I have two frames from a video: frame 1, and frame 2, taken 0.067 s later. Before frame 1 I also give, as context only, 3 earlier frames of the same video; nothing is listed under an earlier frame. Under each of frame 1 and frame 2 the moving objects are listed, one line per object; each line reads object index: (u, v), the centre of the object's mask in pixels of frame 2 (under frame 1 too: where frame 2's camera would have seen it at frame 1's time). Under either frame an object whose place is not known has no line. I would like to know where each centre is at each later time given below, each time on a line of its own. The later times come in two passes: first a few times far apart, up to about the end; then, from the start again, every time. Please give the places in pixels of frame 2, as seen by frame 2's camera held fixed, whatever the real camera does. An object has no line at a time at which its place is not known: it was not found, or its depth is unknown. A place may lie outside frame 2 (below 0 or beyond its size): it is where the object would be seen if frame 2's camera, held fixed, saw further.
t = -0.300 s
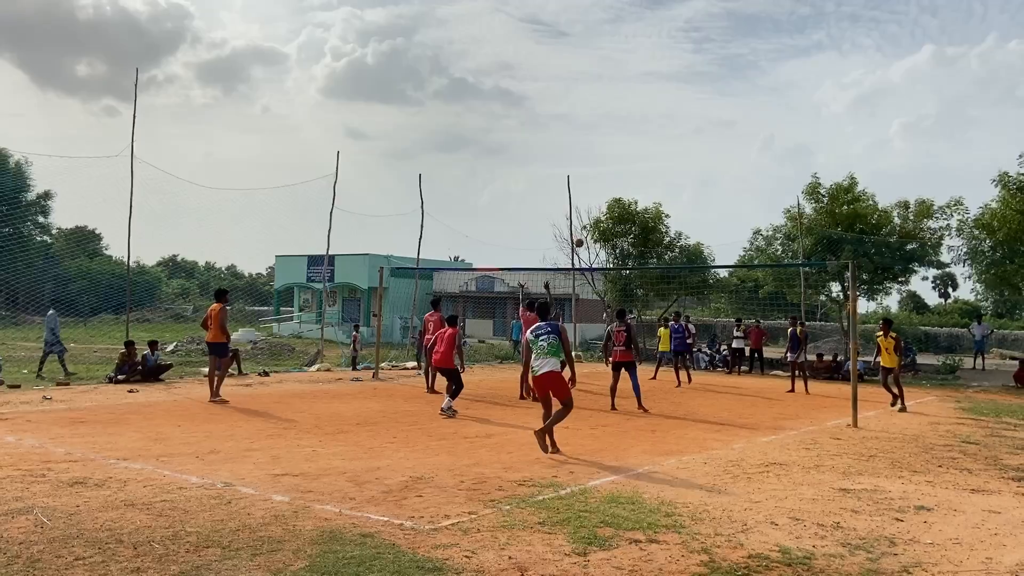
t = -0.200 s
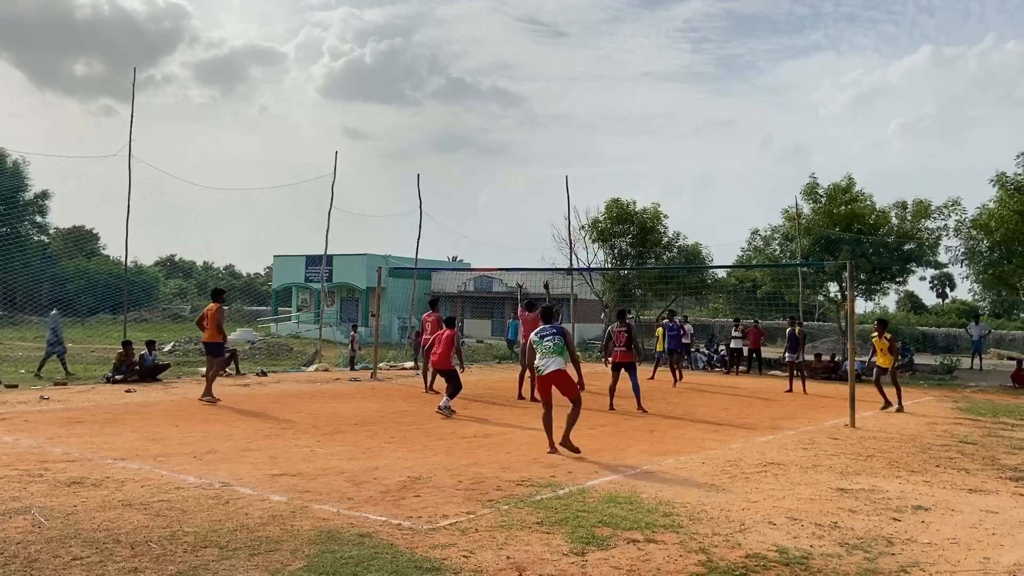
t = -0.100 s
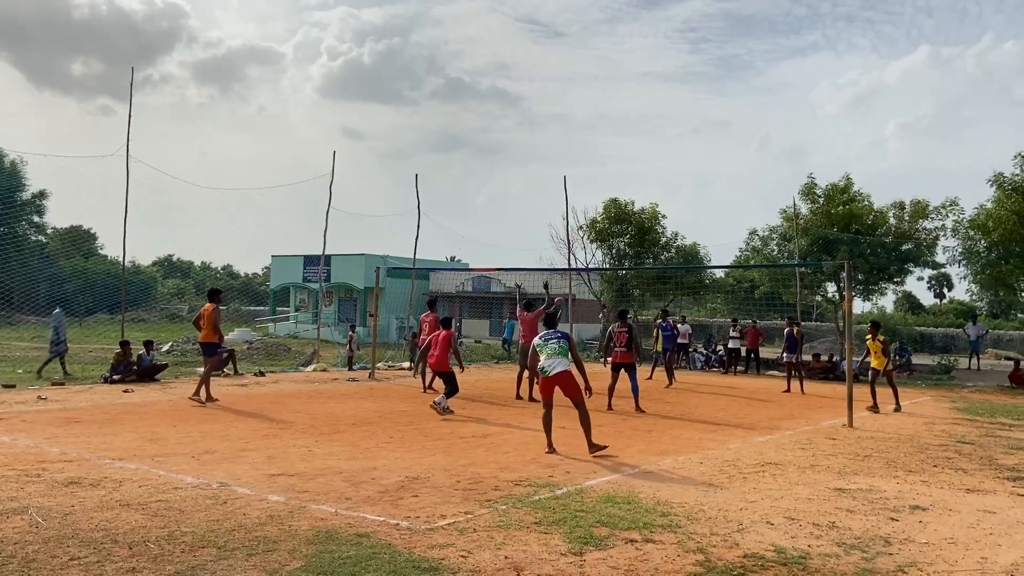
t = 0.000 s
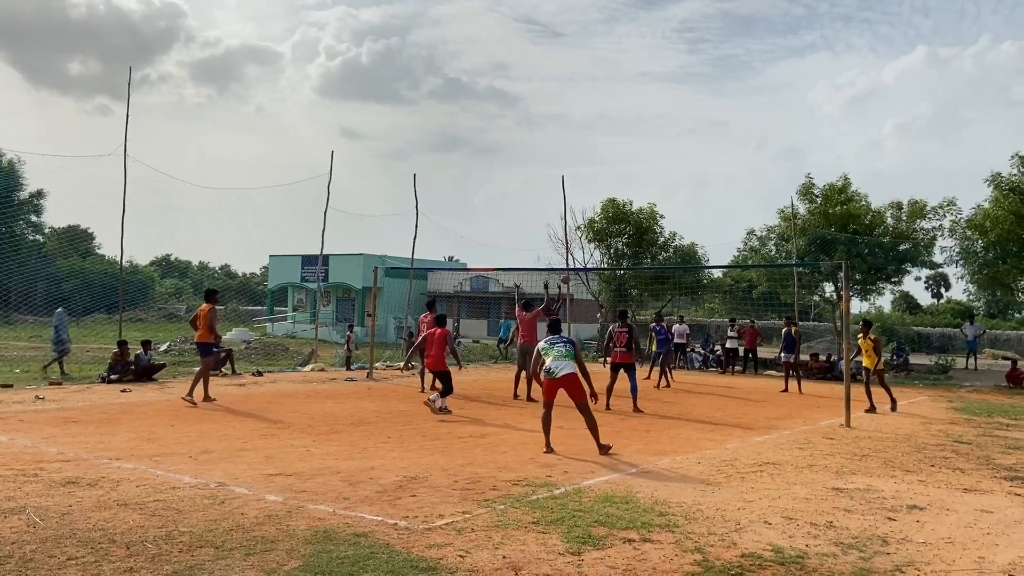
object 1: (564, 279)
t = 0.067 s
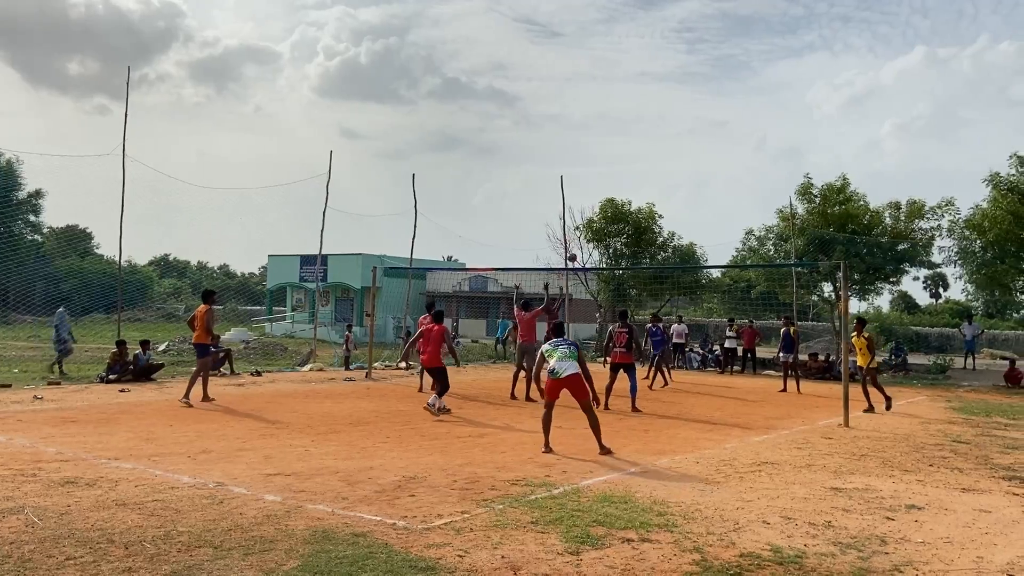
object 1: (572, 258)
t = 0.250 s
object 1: (594, 207)
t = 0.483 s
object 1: (623, 161)
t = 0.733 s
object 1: (656, 140)
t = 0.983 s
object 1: (693, 150)
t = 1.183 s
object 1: (724, 185)
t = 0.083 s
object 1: (574, 253)
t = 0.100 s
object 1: (576, 247)
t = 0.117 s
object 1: (578, 243)
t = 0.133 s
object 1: (579, 238)
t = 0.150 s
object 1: (581, 233)
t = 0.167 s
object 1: (585, 227)
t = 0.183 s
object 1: (586, 224)
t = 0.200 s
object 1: (588, 219)
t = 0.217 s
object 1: (590, 216)
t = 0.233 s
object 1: (592, 211)
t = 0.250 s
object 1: (594, 207)
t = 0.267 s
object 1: (595, 203)
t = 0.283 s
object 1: (598, 199)
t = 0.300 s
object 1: (599, 195)
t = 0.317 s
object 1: (602, 191)
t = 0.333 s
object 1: (604, 188)
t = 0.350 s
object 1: (606, 185)
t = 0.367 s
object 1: (608, 181)
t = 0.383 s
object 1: (610, 178)
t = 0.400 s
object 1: (612, 175)
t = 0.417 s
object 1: (614, 172)
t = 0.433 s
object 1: (616, 169)
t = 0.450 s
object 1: (618, 166)
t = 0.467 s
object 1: (621, 164)
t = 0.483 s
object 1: (623, 161)
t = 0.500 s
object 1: (625, 159)
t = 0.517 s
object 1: (627, 157)
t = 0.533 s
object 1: (629, 155)
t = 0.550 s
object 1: (631, 153)
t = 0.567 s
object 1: (634, 151)
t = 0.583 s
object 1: (636, 149)
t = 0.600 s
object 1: (638, 147)
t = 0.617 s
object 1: (640, 146)
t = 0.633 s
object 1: (643, 145)
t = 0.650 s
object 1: (645, 144)
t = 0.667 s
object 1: (647, 142)
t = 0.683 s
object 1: (649, 142)
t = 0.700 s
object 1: (652, 141)
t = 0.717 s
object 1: (654, 140)
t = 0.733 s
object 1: (656, 140)
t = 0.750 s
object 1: (658, 139)
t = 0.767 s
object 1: (661, 139)
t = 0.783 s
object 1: (663, 139)
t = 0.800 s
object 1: (666, 139)
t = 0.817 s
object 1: (668, 139)
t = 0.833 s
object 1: (670, 140)
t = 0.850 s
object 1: (673, 140)
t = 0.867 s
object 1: (675, 141)
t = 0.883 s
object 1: (678, 142)
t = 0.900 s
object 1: (680, 143)
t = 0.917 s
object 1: (682, 144)
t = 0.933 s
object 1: (685, 145)
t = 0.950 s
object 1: (687, 147)
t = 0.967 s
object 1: (690, 148)
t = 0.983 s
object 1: (693, 150)
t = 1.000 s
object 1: (695, 152)
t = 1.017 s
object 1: (697, 154)
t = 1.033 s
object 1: (700, 157)
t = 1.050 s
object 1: (703, 159)
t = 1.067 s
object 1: (705, 162)
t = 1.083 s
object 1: (708, 165)
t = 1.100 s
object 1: (710, 168)
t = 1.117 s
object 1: (713, 171)
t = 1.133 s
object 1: (716, 174)
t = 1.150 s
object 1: (718, 178)
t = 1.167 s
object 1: (721, 181)
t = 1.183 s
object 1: (724, 185)
